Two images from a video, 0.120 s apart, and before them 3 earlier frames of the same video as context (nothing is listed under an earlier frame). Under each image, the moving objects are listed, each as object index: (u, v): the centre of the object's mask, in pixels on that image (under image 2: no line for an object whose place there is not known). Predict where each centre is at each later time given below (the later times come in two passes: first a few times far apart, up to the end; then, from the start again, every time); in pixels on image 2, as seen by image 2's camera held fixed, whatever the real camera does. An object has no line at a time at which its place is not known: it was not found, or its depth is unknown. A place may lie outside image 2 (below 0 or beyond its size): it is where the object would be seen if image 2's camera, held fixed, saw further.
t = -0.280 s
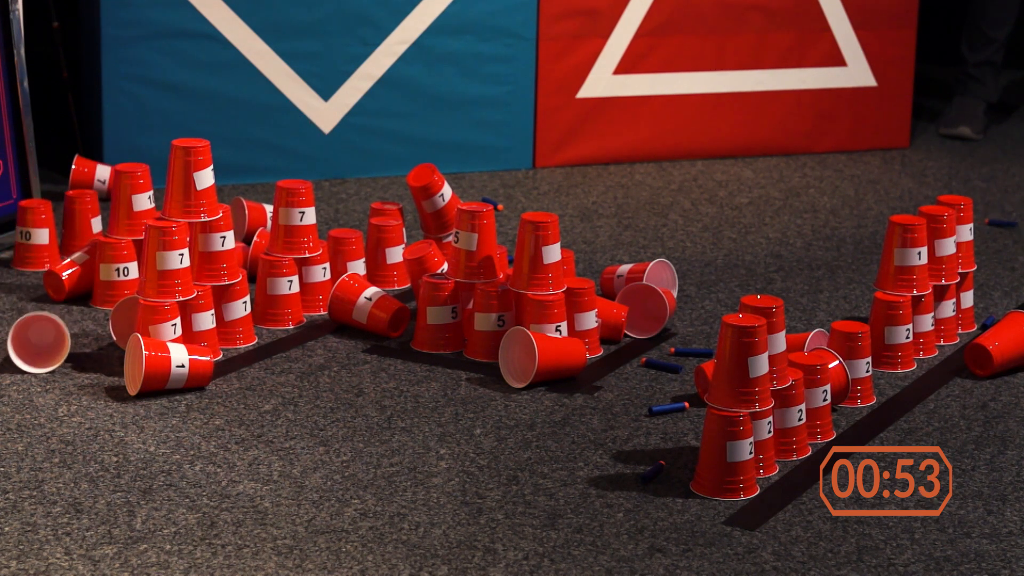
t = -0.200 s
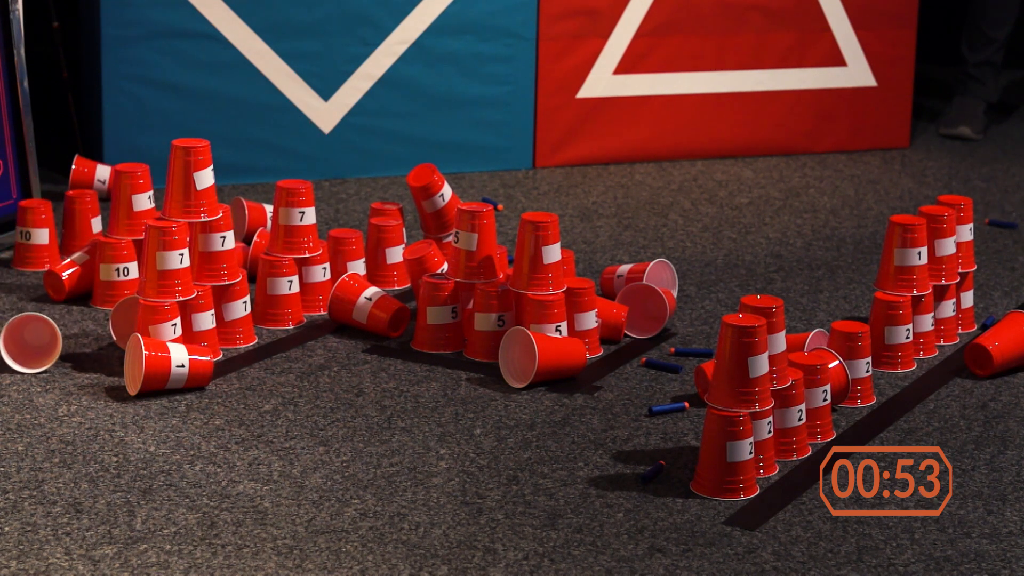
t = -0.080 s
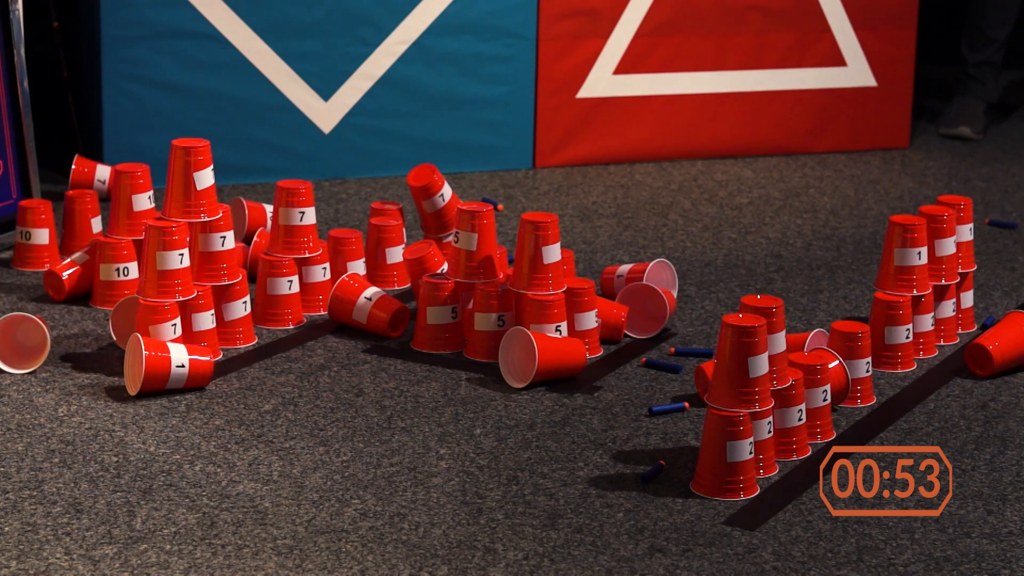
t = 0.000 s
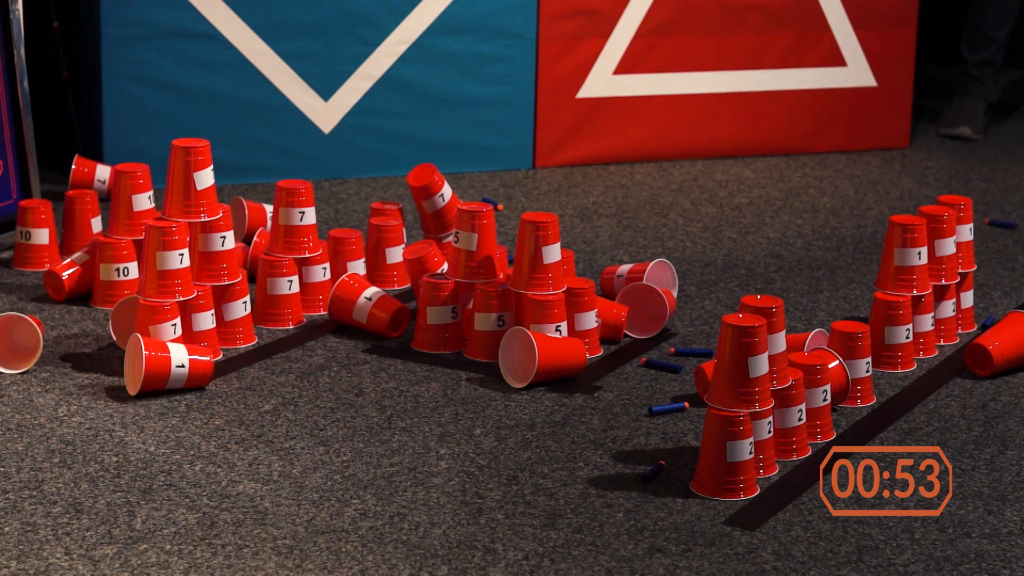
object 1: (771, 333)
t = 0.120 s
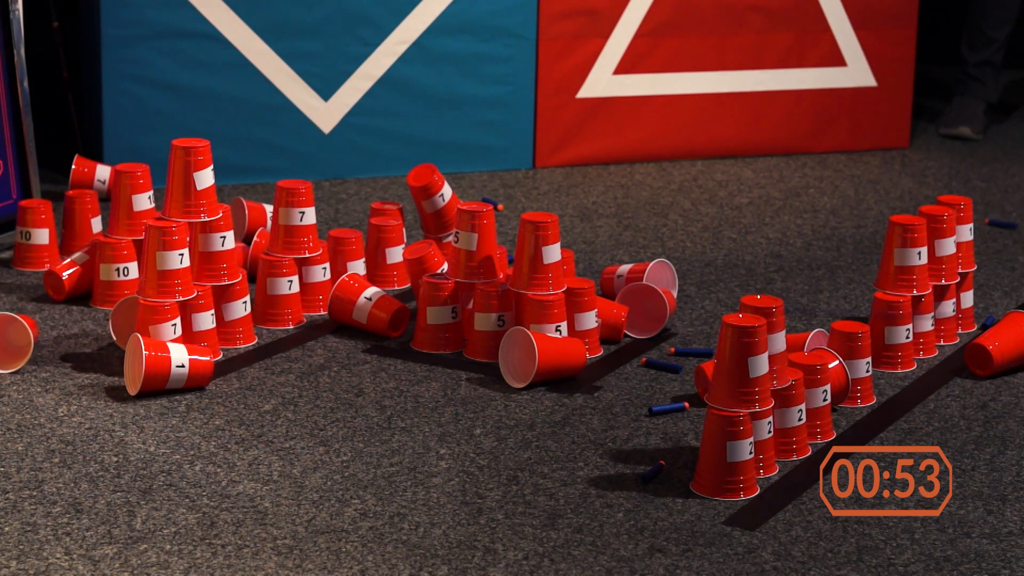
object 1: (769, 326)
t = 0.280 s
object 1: (562, 316)
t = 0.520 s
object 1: (297, 378)
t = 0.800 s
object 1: (165, 407)
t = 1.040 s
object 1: (97, 415)
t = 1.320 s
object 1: (45, 435)
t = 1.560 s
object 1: (37, 472)
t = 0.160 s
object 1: (706, 317)
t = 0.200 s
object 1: (664, 316)
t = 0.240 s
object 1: (617, 312)
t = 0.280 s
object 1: (562, 316)
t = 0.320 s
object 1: (509, 334)
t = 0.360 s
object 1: (466, 360)
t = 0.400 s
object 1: (422, 391)
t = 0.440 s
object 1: (379, 369)
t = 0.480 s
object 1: (337, 368)
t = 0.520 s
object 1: (297, 378)
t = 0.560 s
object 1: (270, 383)
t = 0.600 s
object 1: (252, 366)
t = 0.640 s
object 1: (235, 358)
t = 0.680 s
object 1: (216, 360)
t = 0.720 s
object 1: (200, 372)
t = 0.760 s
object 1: (185, 398)
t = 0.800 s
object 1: (165, 407)
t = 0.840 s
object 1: (146, 408)
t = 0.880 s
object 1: (133, 409)
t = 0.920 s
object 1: (123, 413)
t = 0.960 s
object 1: (116, 415)
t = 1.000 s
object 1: (107, 414)
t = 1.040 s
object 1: (97, 415)
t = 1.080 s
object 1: (87, 417)
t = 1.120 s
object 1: (76, 418)
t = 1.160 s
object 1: (66, 420)
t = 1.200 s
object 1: (56, 421)
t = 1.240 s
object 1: (49, 424)
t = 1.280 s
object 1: (45, 428)
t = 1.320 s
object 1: (45, 435)
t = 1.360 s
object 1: (46, 447)
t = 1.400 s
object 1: (44, 450)
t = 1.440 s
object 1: (42, 454)
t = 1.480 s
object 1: (41, 461)
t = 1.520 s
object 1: (39, 466)
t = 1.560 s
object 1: (37, 472)
